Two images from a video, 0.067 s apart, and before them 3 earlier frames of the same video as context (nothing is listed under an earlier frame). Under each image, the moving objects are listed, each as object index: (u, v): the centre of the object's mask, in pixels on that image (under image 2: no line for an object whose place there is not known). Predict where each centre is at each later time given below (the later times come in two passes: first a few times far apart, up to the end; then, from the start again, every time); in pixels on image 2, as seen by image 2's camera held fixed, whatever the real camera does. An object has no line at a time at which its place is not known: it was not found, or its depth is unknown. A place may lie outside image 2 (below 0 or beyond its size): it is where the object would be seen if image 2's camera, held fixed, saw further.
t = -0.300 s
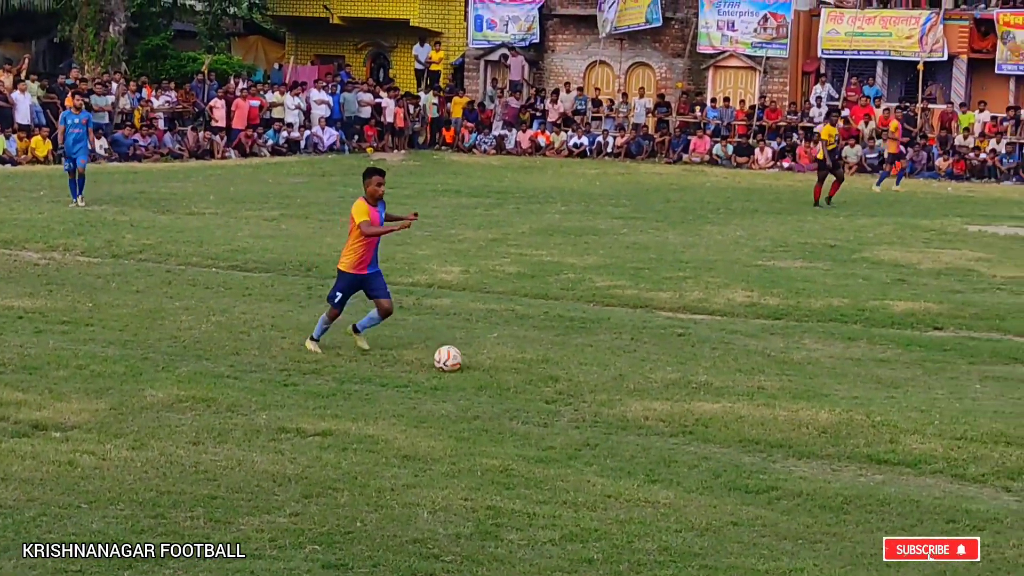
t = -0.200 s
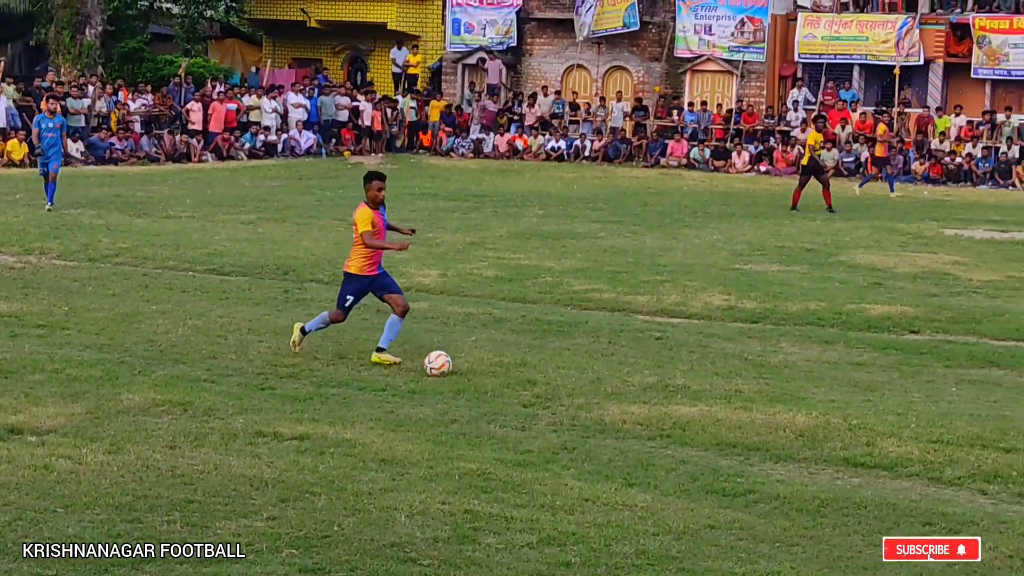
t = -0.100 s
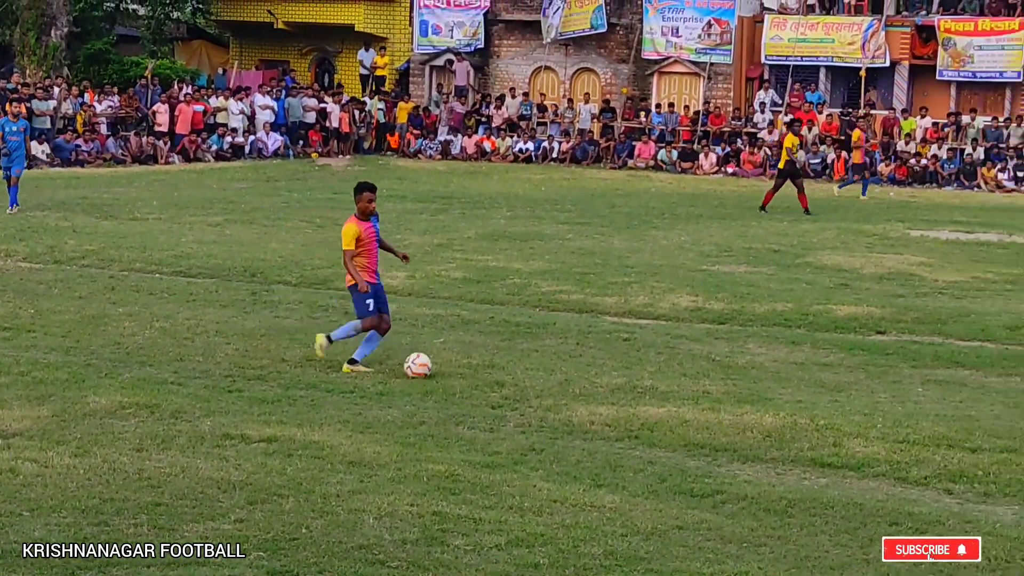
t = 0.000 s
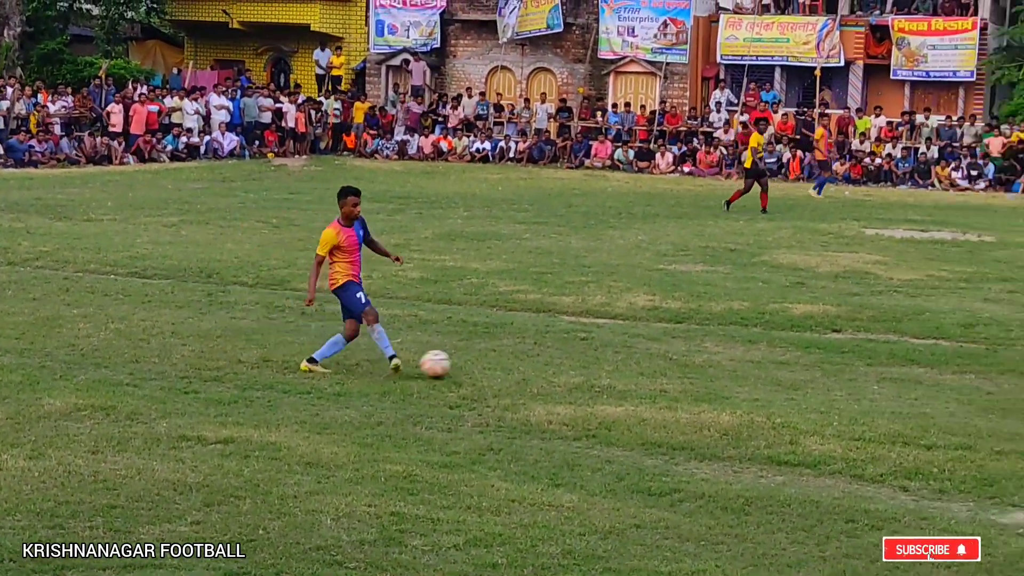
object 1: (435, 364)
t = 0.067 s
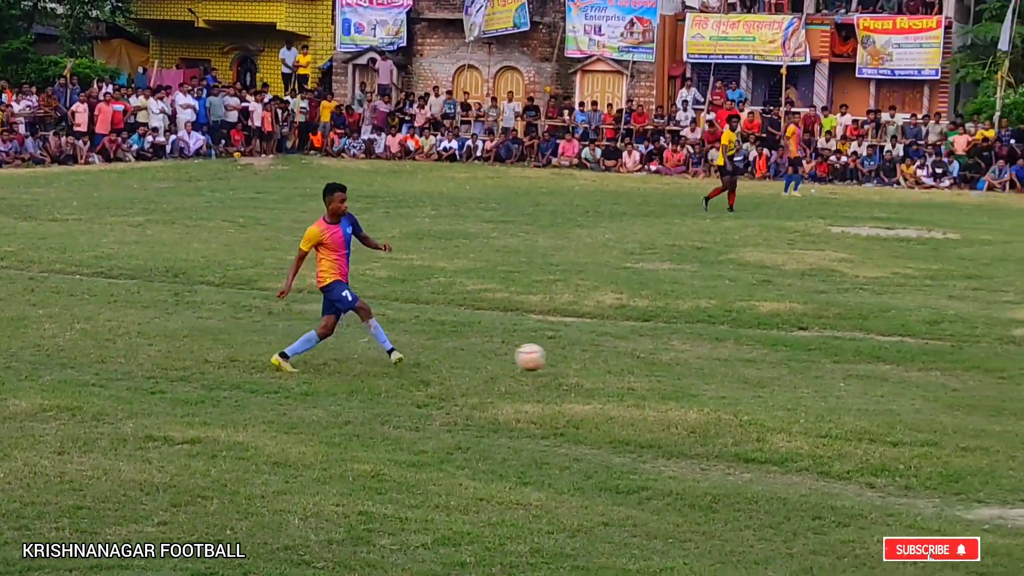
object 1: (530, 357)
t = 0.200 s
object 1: (779, 362)
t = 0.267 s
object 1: (902, 374)
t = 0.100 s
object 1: (593, 356)
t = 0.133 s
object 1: (656, 357)
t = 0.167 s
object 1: (718, 358)
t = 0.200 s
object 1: (779, 362)
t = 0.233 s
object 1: (841, 367)
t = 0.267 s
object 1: (902, 374)
